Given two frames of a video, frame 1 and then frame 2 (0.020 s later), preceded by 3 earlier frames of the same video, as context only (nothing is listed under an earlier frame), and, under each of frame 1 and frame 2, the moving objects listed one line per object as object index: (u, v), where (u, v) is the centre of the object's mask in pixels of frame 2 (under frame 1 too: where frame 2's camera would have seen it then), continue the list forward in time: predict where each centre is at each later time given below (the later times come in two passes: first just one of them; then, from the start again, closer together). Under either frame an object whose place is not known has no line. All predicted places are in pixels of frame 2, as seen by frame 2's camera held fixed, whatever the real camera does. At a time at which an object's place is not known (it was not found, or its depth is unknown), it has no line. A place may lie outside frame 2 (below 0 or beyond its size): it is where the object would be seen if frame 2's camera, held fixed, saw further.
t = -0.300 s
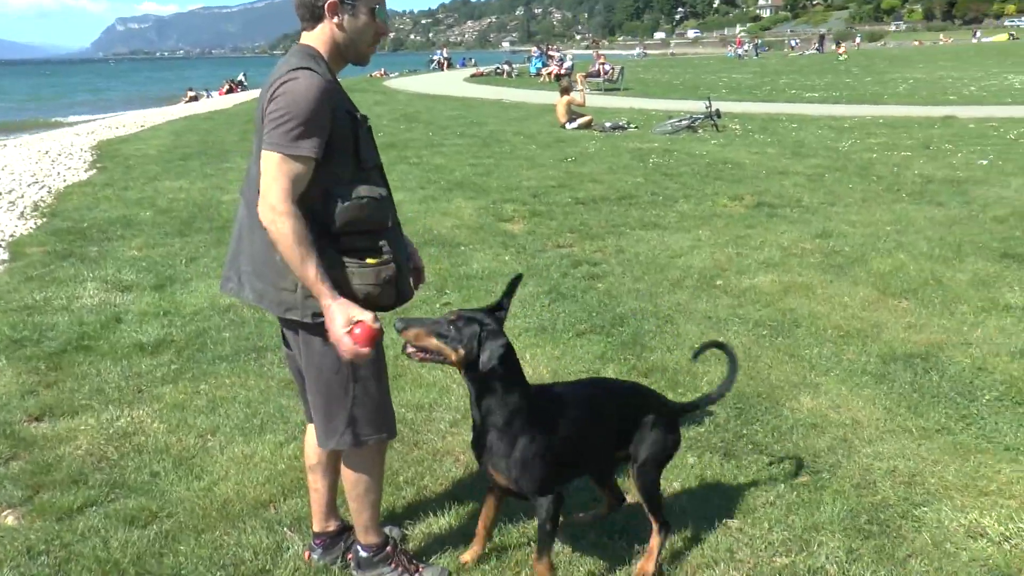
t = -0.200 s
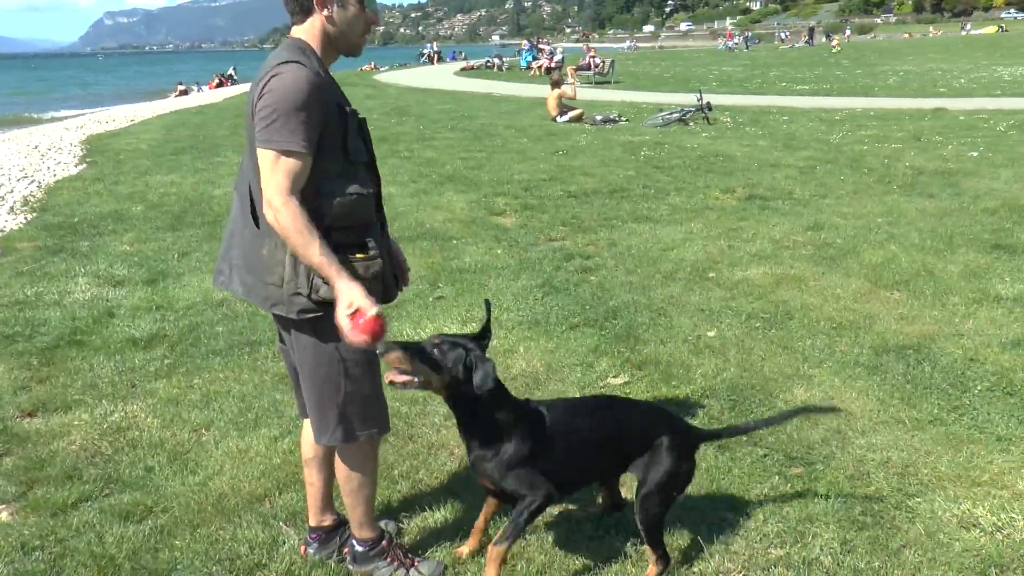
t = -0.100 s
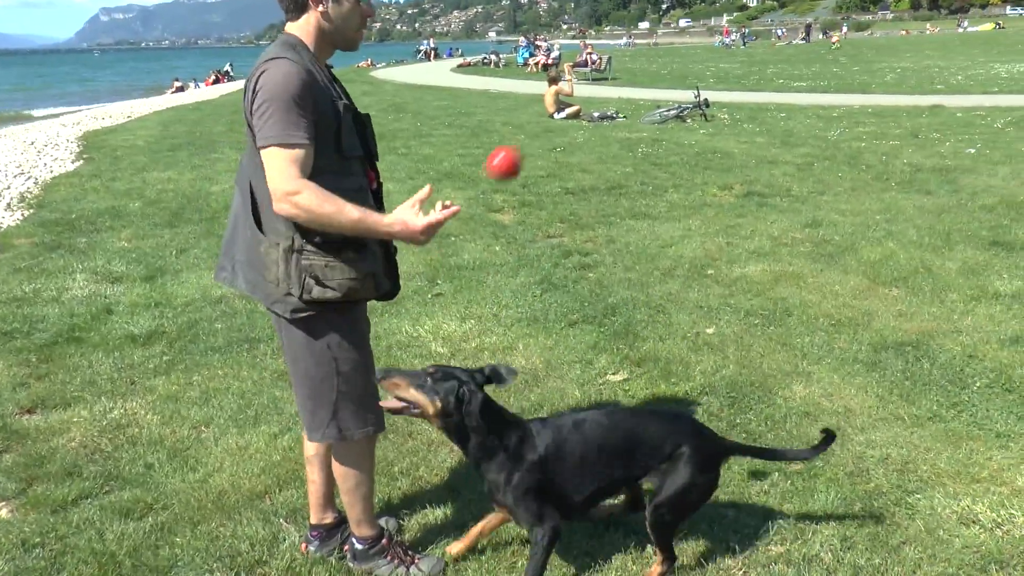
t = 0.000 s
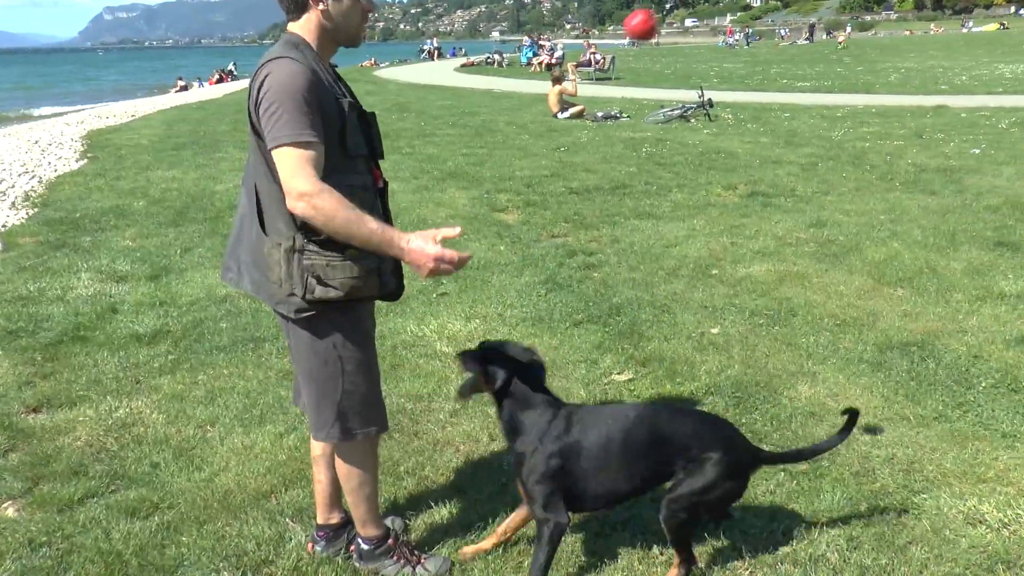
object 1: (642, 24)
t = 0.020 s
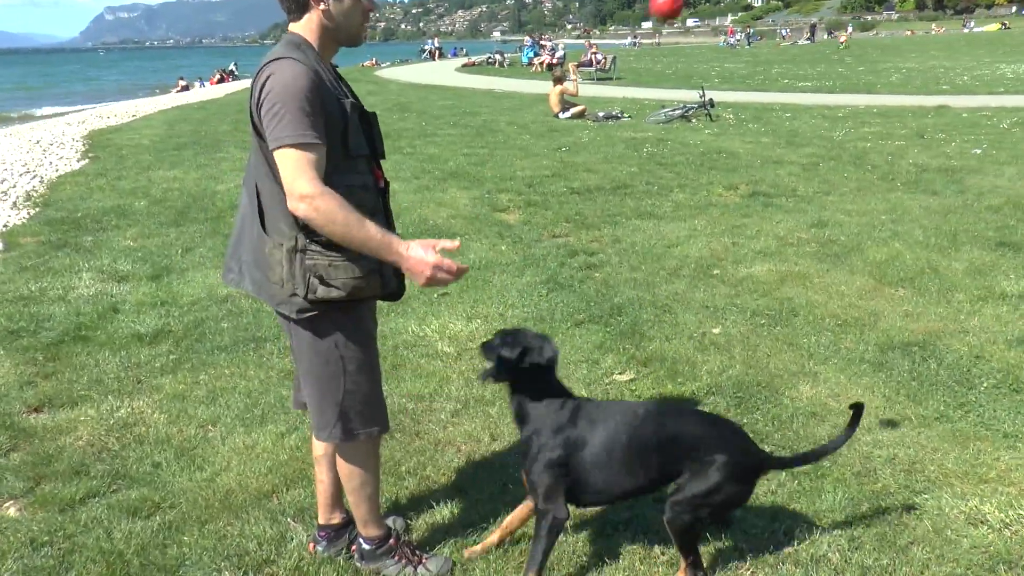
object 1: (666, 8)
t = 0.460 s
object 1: (1076, -21)
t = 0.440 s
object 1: (1062, -31)
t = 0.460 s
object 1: (1076, -21)
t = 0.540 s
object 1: (1118, 48)
